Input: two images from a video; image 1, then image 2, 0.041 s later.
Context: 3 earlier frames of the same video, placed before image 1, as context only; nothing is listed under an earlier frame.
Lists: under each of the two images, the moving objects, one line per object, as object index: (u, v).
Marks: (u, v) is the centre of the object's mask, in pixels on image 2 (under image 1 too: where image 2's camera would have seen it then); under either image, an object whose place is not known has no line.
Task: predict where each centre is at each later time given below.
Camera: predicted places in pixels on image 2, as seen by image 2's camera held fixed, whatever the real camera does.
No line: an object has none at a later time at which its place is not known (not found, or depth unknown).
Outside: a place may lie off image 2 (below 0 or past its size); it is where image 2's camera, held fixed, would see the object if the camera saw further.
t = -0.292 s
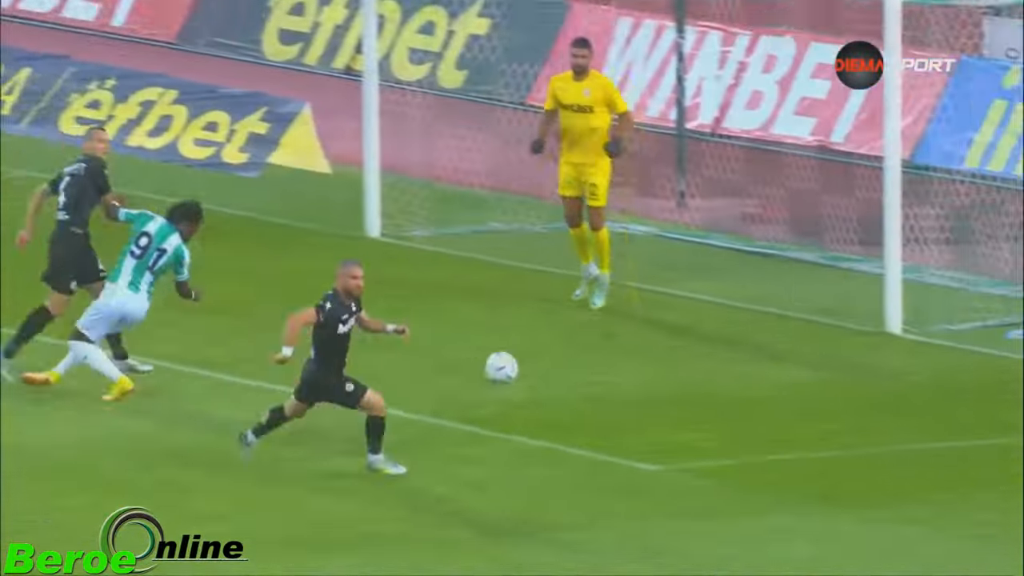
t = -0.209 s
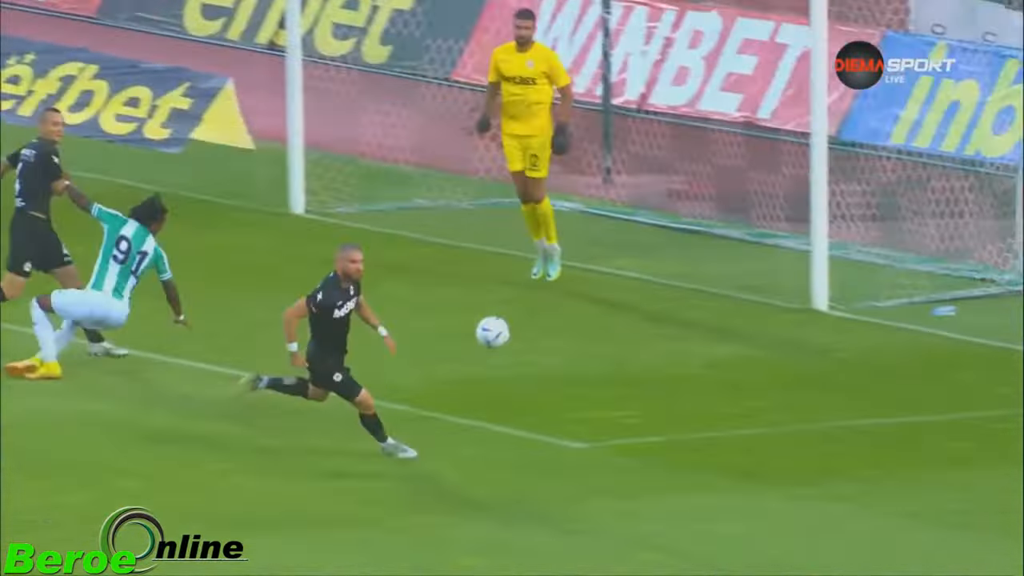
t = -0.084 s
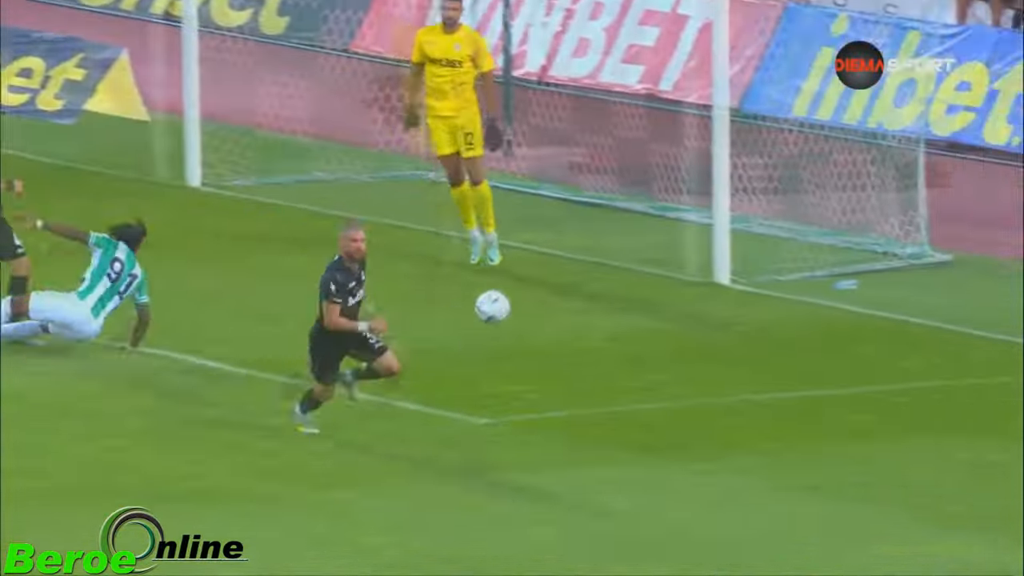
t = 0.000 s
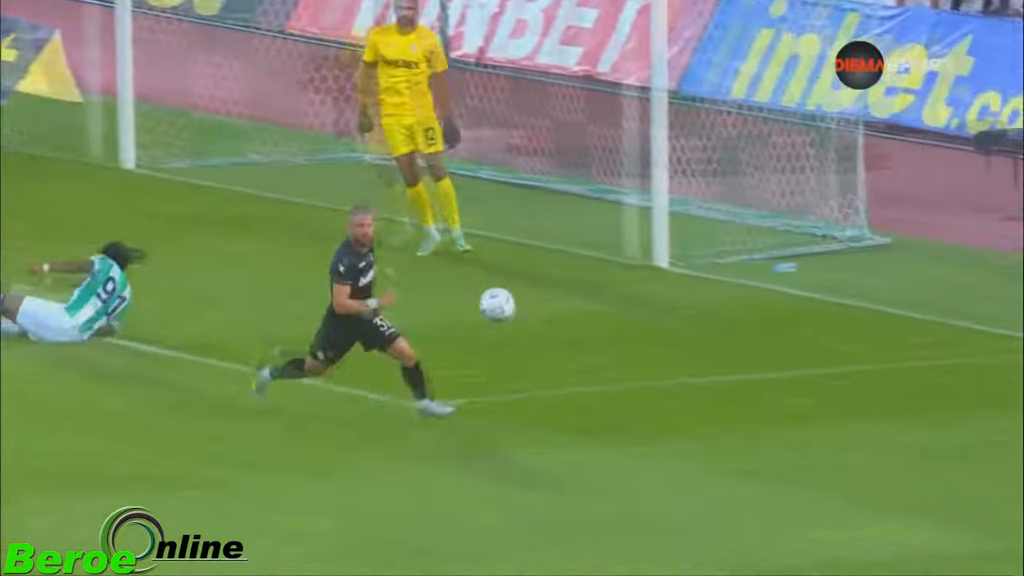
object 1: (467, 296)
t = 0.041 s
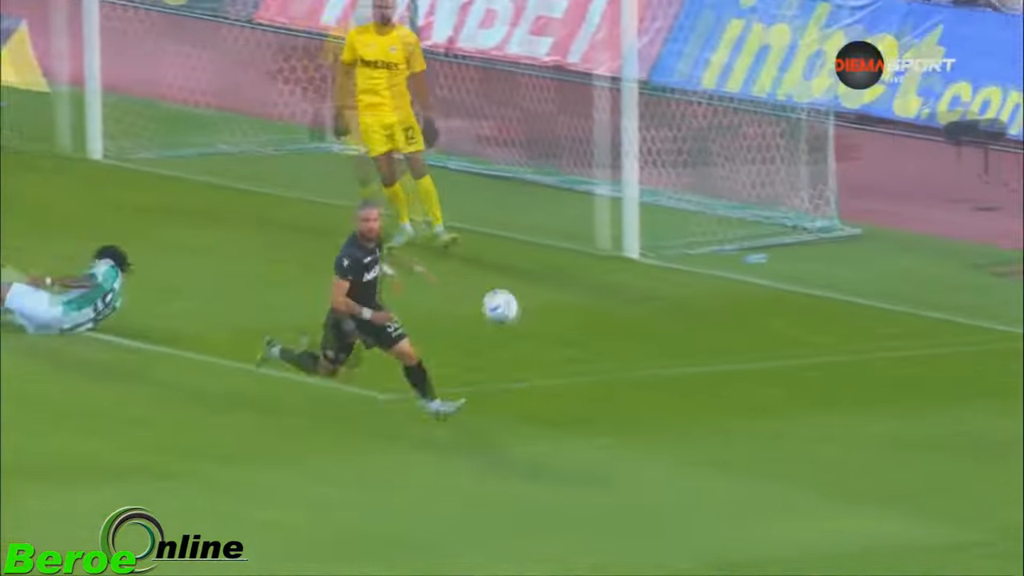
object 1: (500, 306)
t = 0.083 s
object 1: (535, 322)
